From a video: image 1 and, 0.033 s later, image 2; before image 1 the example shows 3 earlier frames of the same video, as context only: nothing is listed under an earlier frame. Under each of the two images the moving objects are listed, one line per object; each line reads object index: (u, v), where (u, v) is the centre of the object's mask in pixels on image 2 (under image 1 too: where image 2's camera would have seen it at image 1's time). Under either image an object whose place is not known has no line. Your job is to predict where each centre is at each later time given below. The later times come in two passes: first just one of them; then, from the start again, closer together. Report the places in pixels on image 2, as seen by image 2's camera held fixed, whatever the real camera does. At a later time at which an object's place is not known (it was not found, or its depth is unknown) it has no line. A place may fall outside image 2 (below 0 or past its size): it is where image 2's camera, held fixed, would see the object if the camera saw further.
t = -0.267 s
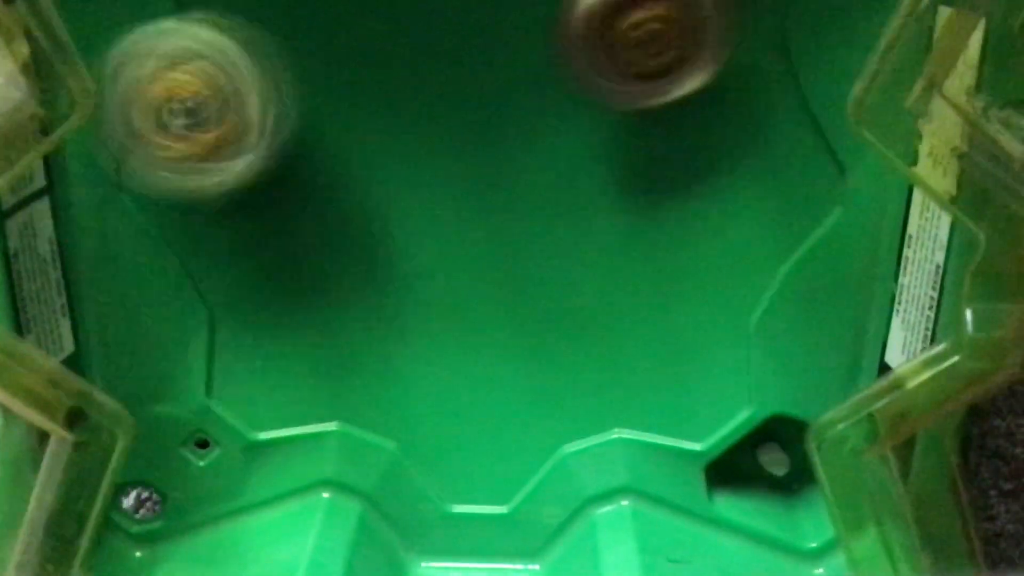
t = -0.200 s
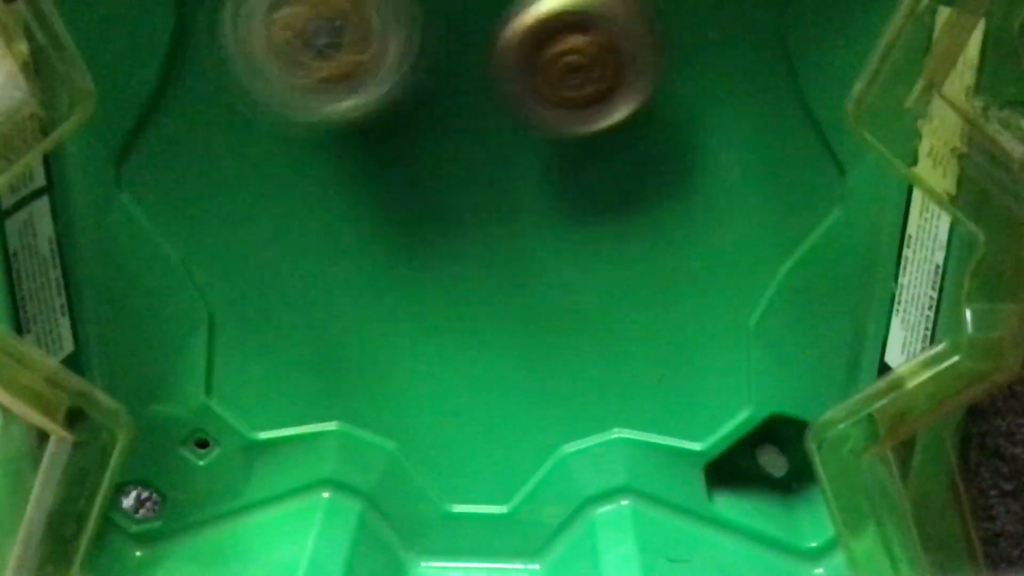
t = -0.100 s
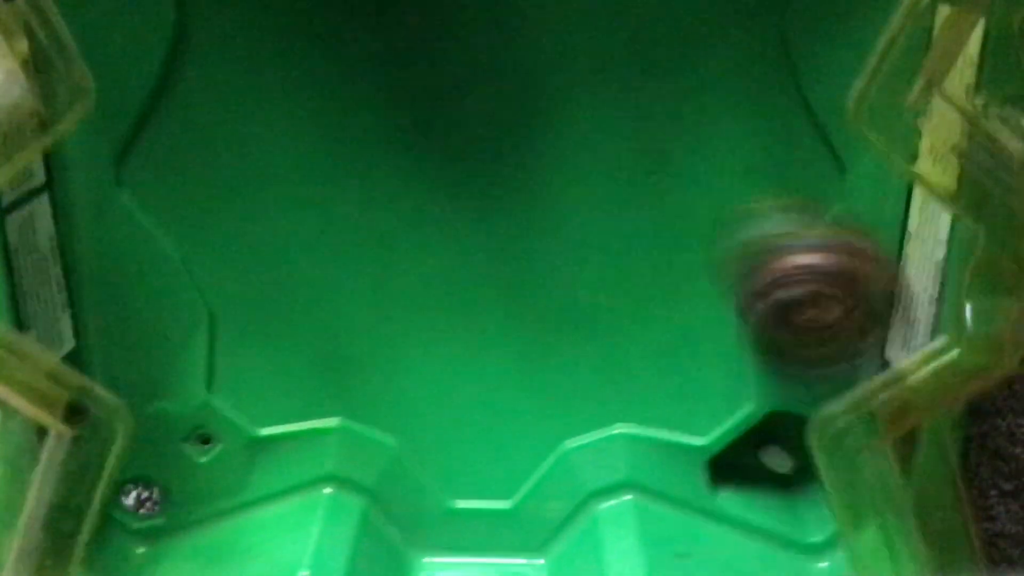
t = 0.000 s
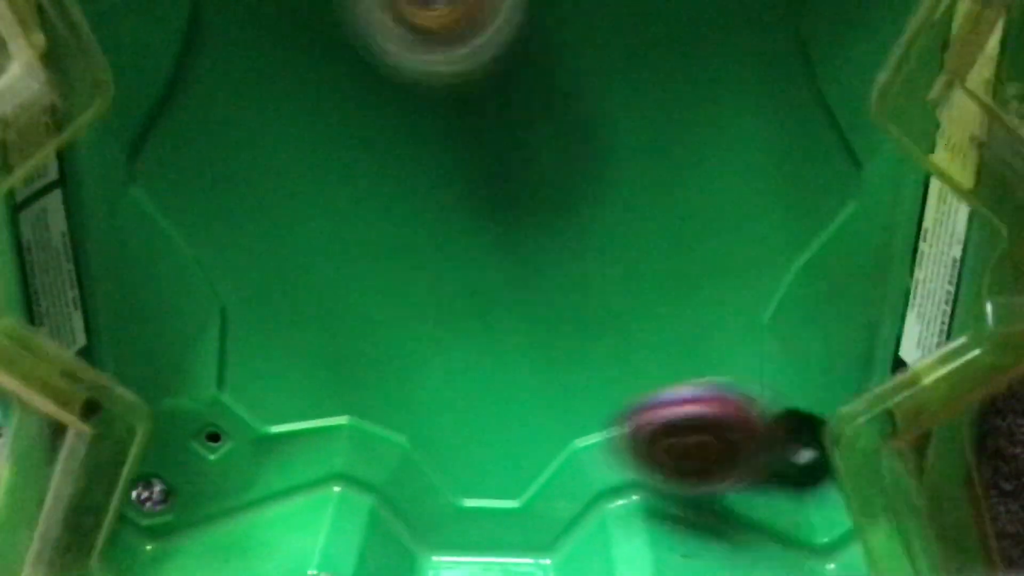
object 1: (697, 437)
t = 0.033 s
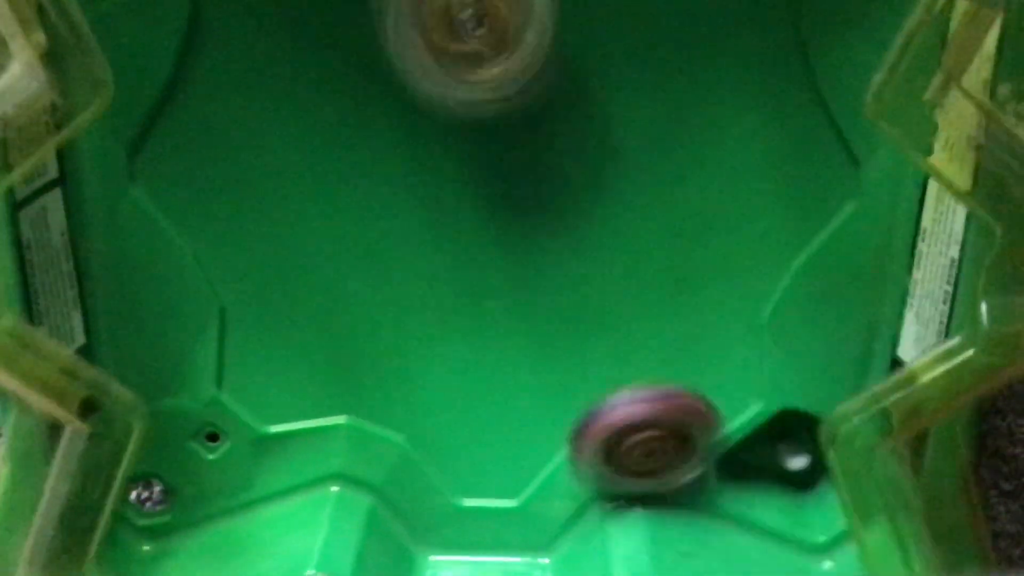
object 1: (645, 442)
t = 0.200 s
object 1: (635, 425)
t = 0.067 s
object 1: (638, 426)
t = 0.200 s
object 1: (635, 425)
